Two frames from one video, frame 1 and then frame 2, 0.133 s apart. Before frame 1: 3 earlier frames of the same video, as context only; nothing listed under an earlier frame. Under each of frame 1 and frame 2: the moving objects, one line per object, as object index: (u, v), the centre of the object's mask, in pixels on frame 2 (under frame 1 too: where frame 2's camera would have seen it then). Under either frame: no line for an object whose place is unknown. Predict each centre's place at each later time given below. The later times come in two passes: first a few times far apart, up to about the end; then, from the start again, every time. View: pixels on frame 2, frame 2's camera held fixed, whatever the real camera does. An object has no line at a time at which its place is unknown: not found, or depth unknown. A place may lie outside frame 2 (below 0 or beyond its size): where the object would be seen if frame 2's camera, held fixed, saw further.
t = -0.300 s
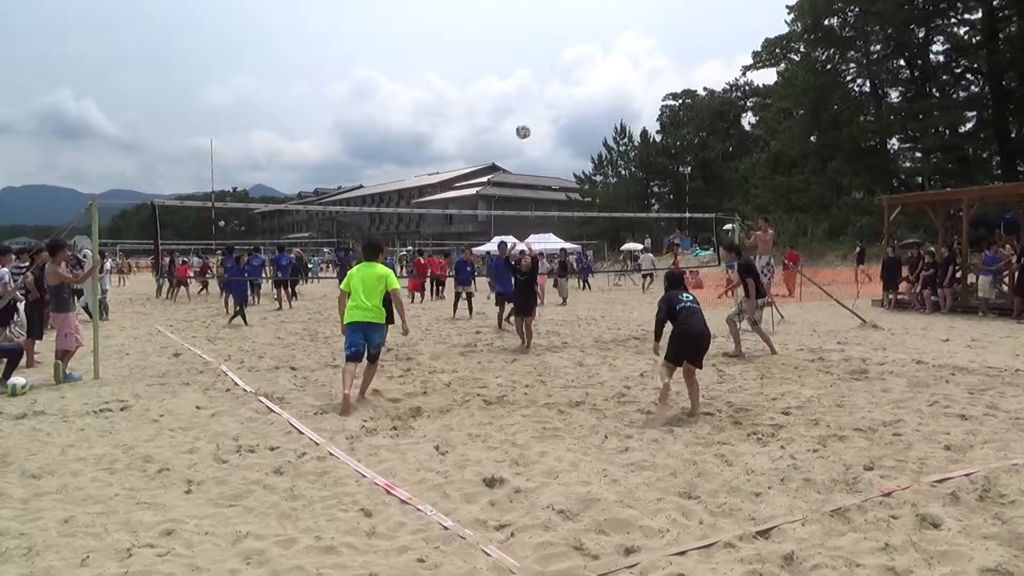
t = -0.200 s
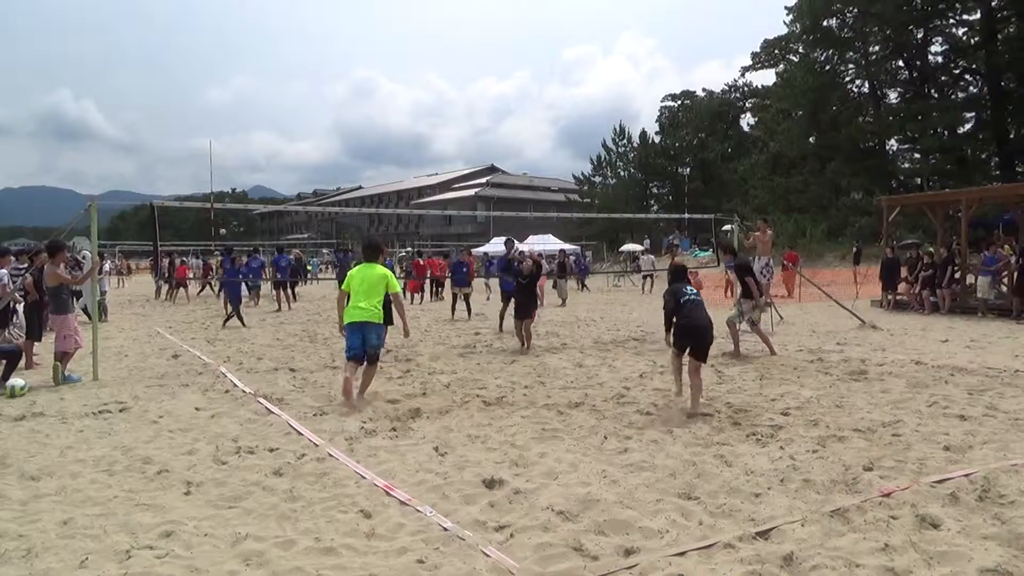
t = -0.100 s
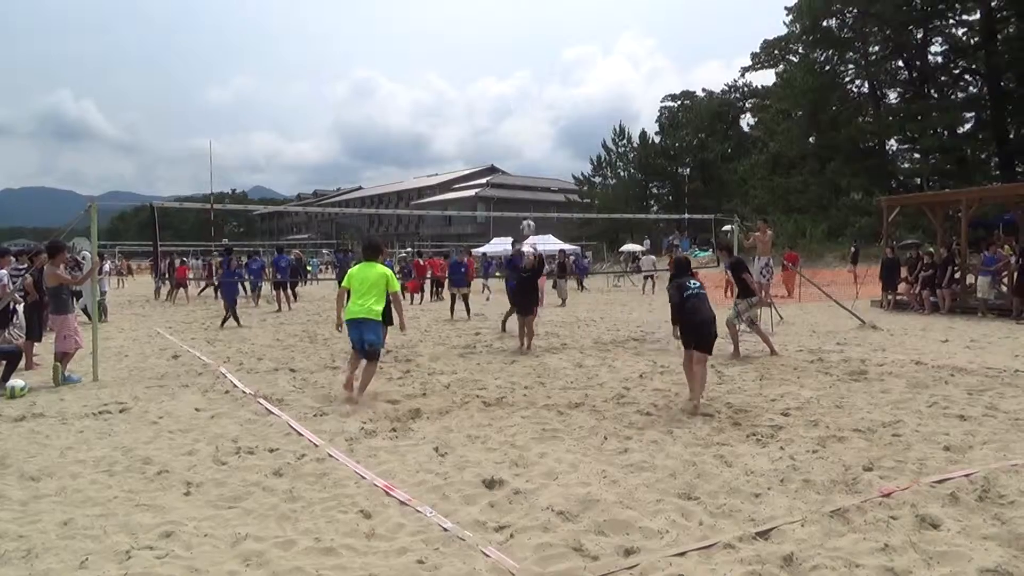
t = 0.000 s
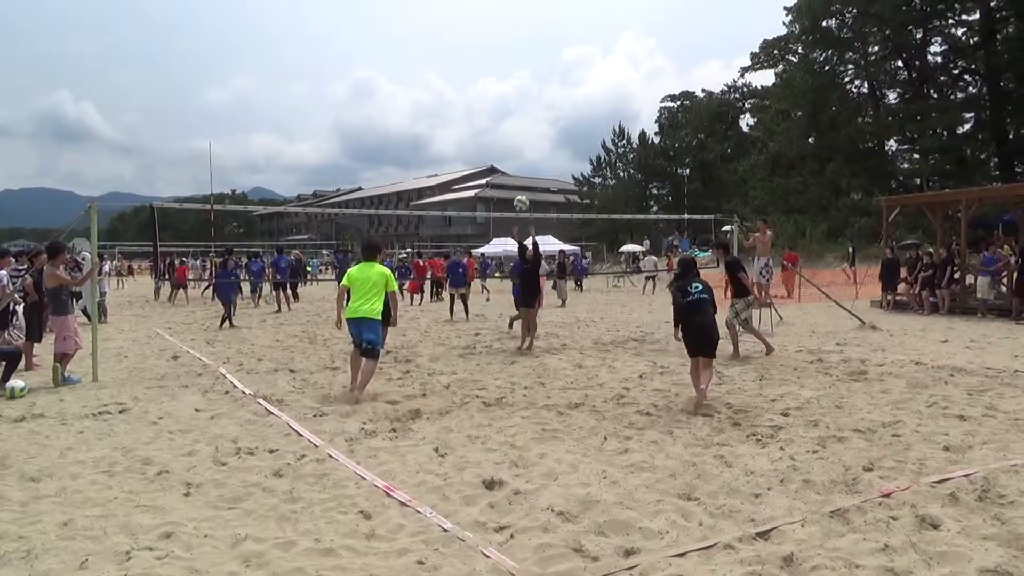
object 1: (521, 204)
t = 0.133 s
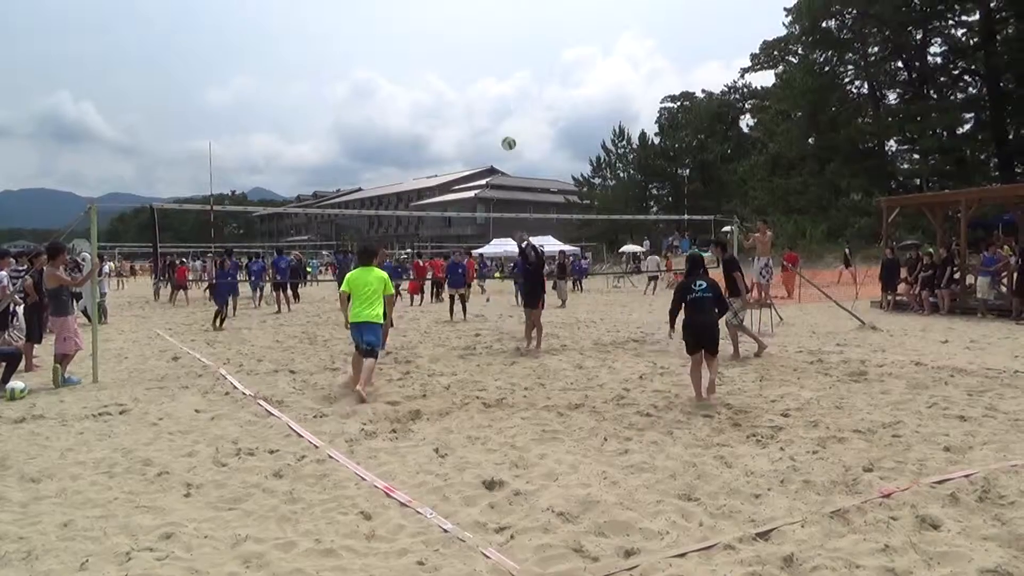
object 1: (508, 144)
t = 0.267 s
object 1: (496, 93)
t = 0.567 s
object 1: (469, 29)
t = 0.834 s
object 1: (445, 26)
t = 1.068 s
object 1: (426, 68)
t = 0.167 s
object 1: (505, 129)
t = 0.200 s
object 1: (502, 117)
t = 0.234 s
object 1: (499, 105)
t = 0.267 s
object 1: (496, 93)
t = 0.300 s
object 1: (493, 83)
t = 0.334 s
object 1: (490, 73)
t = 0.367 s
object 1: (487, 65)
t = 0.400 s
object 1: (484, 57)
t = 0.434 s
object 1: (481, 50)
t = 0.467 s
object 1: (478, 43)
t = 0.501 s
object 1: (475, 37)
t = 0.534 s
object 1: (472, 33)
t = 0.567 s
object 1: (469, 29)
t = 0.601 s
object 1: (466, 26)
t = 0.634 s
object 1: (463, 23)
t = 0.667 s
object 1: (460, 22)
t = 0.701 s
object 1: (457, 21)
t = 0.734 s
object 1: (454, 21)
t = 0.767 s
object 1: (451, 22)
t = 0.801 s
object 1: (448, 23)
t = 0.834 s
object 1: (445, 26)
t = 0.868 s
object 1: (442, 29)
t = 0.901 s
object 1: (439, 34)
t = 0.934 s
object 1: (437, 39)
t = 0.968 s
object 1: (434, 45)
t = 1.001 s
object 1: (431, 52)
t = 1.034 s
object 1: (428, 60)
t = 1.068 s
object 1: (426, 68)
